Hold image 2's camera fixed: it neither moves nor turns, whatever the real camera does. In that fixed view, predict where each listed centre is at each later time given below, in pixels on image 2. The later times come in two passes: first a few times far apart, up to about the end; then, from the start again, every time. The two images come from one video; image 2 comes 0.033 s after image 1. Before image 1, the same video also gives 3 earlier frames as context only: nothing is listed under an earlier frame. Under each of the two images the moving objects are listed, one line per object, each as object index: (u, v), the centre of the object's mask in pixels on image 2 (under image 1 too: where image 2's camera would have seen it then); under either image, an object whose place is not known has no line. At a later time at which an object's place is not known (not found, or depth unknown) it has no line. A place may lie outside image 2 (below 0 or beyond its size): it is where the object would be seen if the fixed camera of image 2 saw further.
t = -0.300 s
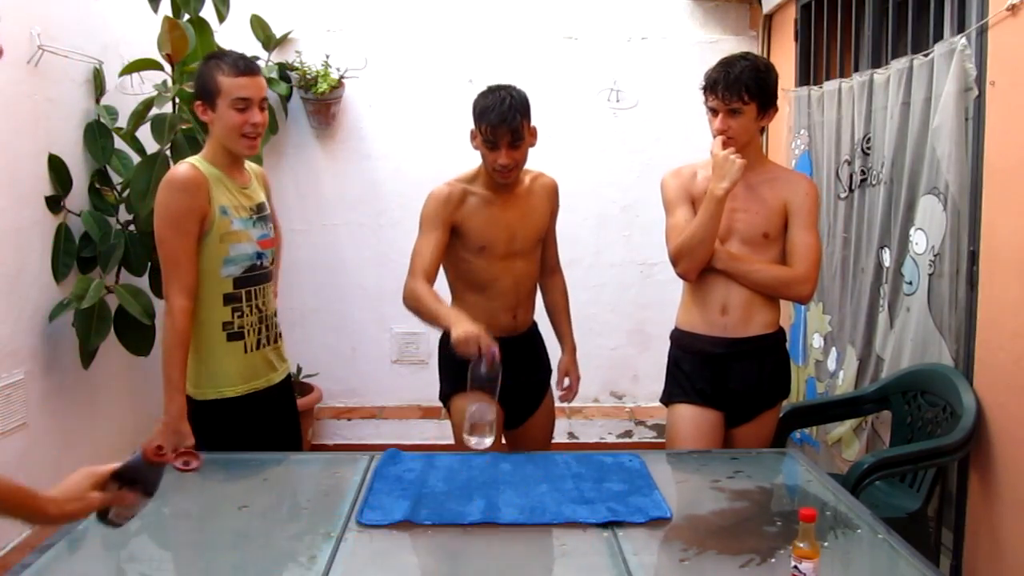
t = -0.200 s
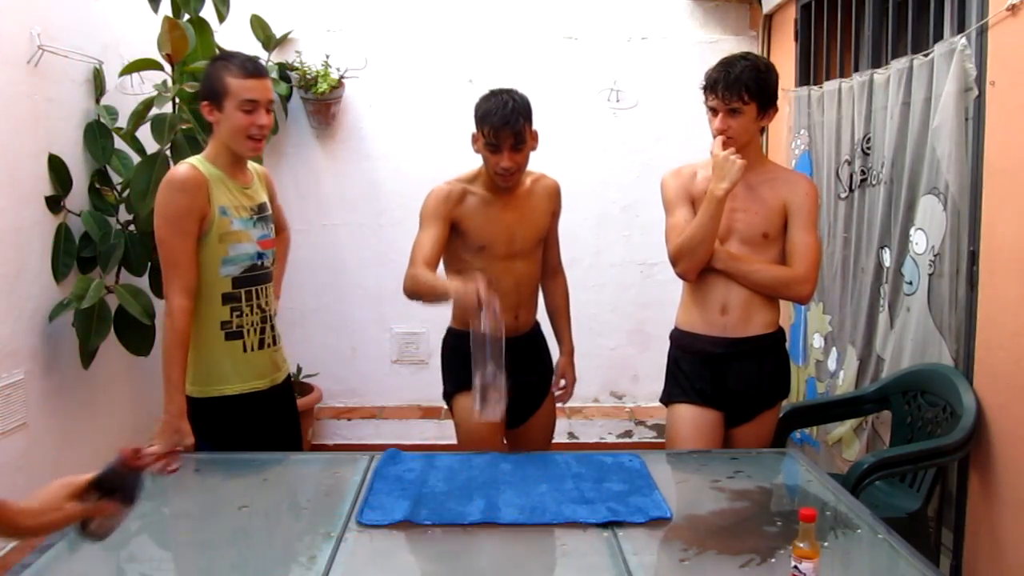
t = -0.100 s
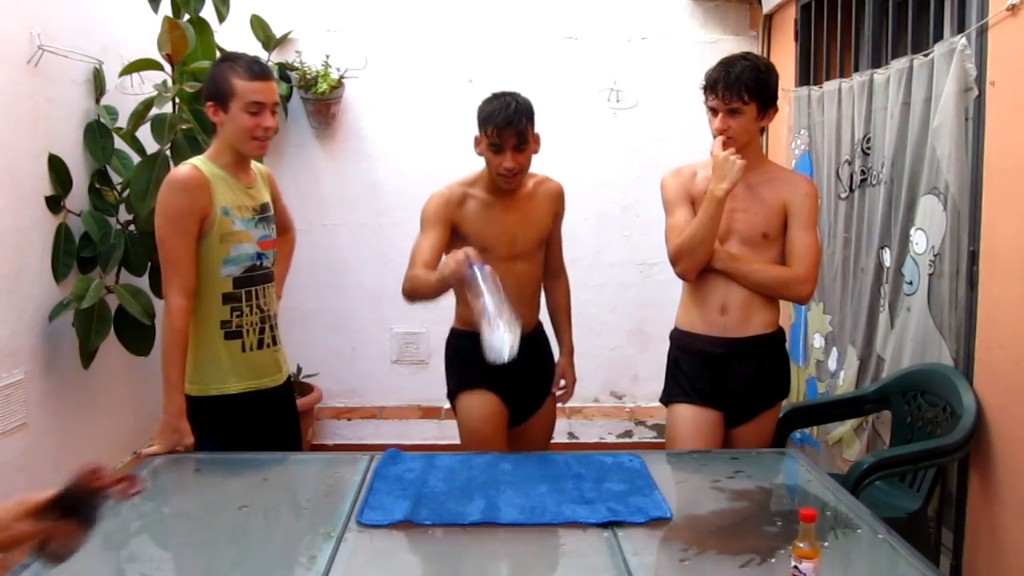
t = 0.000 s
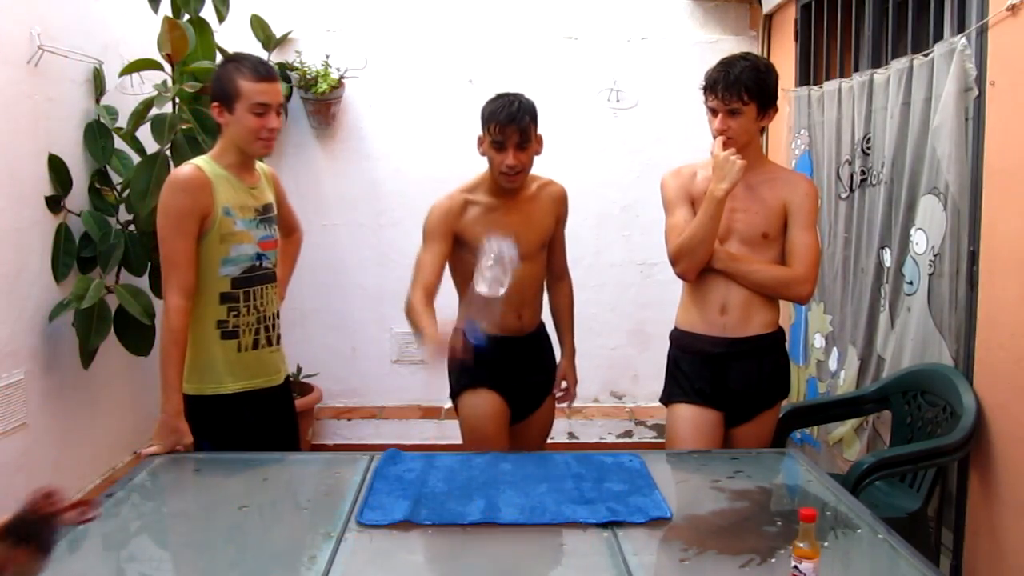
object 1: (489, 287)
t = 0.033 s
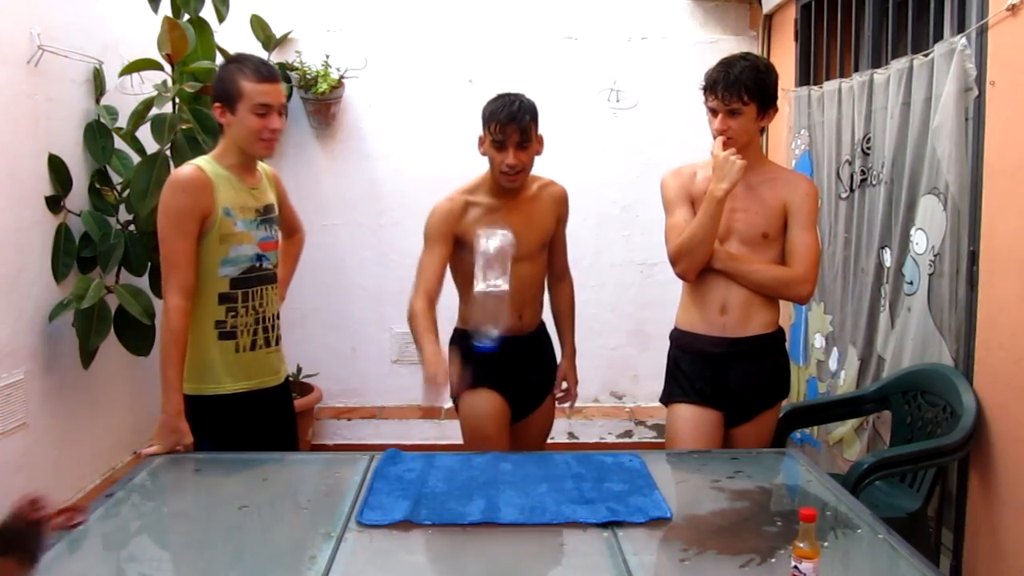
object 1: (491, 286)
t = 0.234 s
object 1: (491, 313)
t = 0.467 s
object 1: (490, 472)
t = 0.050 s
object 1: (493, 280)
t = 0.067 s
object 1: (494, 277)
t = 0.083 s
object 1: (495, 273)
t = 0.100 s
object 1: (495, 272)
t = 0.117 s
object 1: (494, 271)
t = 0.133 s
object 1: (494, 271)
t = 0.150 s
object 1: (492, 272)
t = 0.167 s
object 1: (492, 277)
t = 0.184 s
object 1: (489, 284)
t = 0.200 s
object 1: (491, 291)
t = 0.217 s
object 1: (490, 302)
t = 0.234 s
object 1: (491, 313)
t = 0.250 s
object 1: (488, 331)
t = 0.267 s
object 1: (488, 338)
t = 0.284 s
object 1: (492, 350)
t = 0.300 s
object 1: (486, 367)
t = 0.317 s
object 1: (489, 387)
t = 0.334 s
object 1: (488, 399)
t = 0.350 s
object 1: (485, 430)
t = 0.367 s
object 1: (486, 434)
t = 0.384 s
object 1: (487, 441)
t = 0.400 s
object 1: (488, 444)
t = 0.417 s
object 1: (489, 462)
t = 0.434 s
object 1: (492, 467)
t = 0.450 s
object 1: (490, 471)
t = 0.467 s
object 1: (490, 472)
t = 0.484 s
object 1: (490, 472)
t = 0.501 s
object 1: (490, 473)
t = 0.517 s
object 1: (490, 473)
